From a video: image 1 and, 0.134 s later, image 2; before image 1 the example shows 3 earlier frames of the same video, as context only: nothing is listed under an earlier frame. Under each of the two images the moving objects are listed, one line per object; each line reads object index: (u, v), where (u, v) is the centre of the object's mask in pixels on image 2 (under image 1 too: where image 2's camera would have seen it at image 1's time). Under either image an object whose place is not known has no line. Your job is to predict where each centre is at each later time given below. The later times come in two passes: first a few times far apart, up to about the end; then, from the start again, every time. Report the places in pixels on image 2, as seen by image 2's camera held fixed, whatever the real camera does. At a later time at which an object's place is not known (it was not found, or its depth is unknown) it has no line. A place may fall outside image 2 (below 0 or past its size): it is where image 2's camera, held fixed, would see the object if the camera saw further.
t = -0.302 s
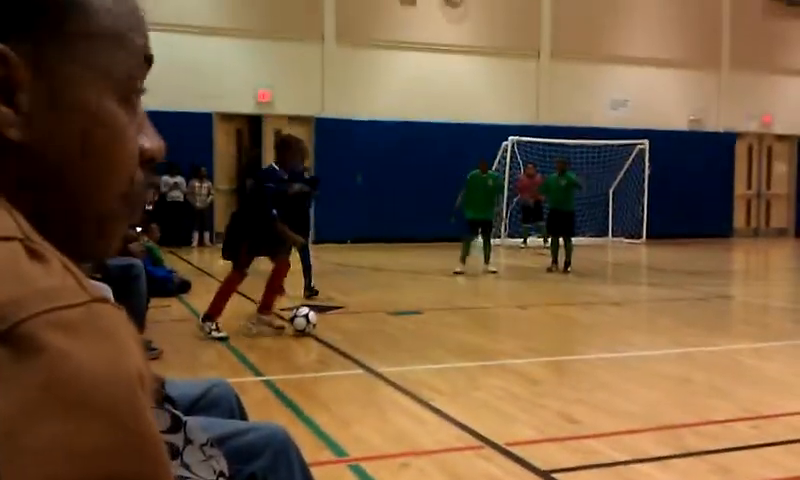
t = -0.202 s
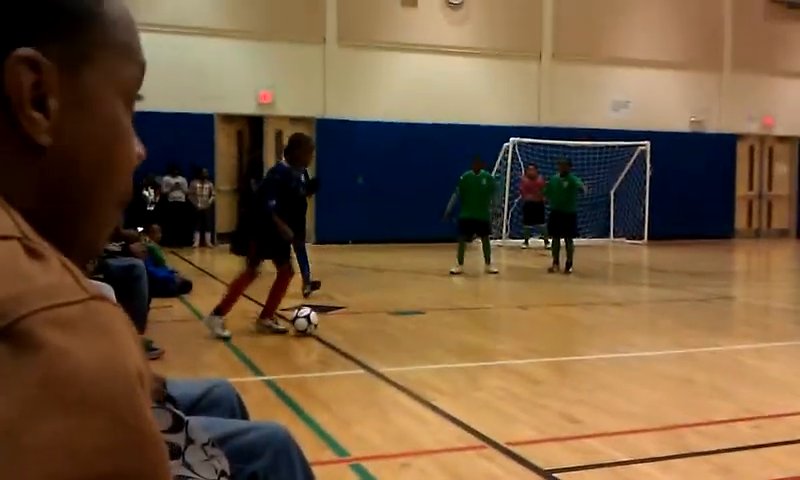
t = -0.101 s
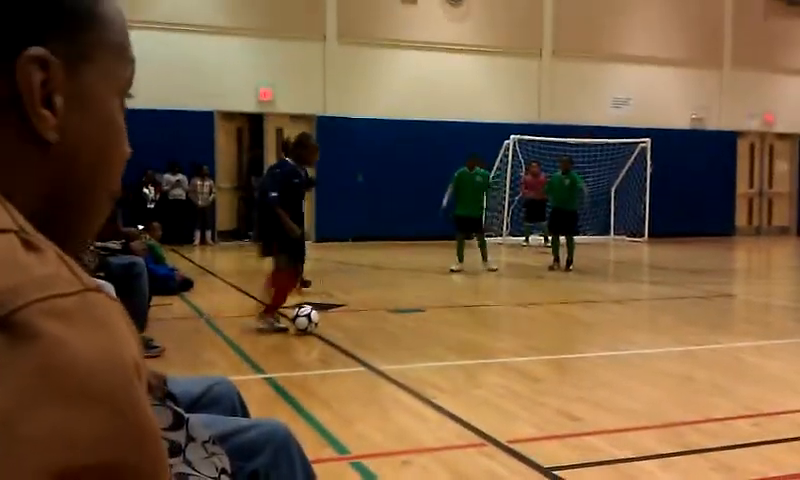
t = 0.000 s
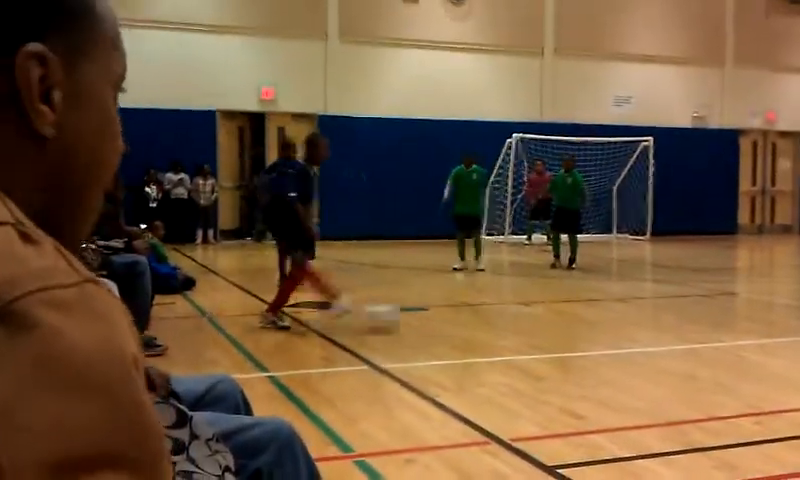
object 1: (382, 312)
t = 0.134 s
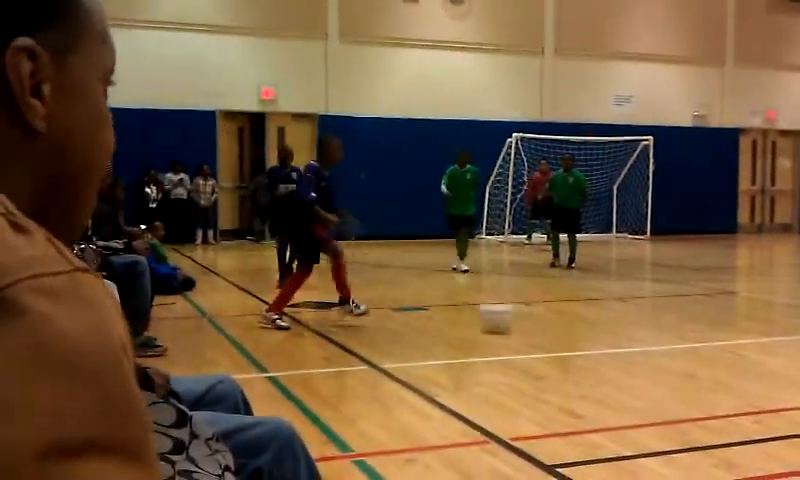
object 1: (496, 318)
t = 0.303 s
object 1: (630, 319)
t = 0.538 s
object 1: (790, 320)
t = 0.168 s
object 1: (525, 318)
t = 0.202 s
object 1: (555, 319)
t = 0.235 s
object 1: (577, 319)
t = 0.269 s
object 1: (605, 320)
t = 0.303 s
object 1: (630, 319)
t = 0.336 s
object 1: (657, 320)
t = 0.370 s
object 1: (678, 319)
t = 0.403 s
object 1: (704, 320)
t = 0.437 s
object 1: (728, 320)
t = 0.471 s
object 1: (748, 321)
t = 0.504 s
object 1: (768, 320)
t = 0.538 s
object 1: (790, 320)
